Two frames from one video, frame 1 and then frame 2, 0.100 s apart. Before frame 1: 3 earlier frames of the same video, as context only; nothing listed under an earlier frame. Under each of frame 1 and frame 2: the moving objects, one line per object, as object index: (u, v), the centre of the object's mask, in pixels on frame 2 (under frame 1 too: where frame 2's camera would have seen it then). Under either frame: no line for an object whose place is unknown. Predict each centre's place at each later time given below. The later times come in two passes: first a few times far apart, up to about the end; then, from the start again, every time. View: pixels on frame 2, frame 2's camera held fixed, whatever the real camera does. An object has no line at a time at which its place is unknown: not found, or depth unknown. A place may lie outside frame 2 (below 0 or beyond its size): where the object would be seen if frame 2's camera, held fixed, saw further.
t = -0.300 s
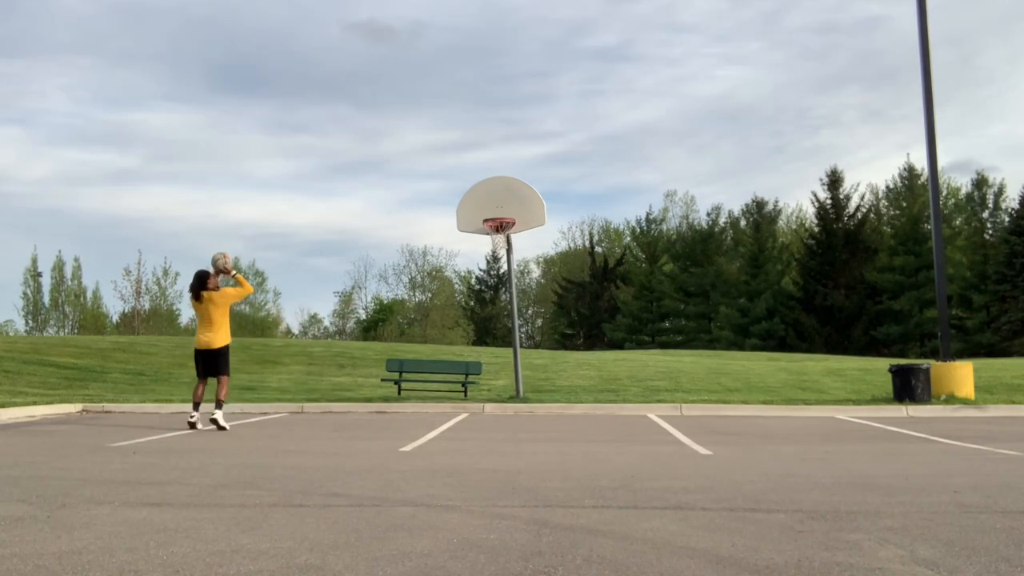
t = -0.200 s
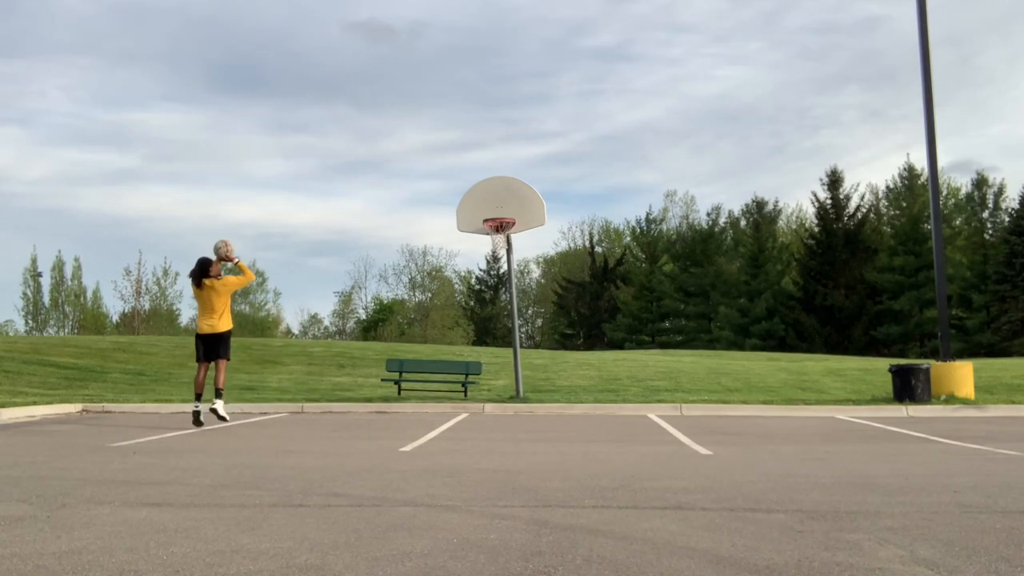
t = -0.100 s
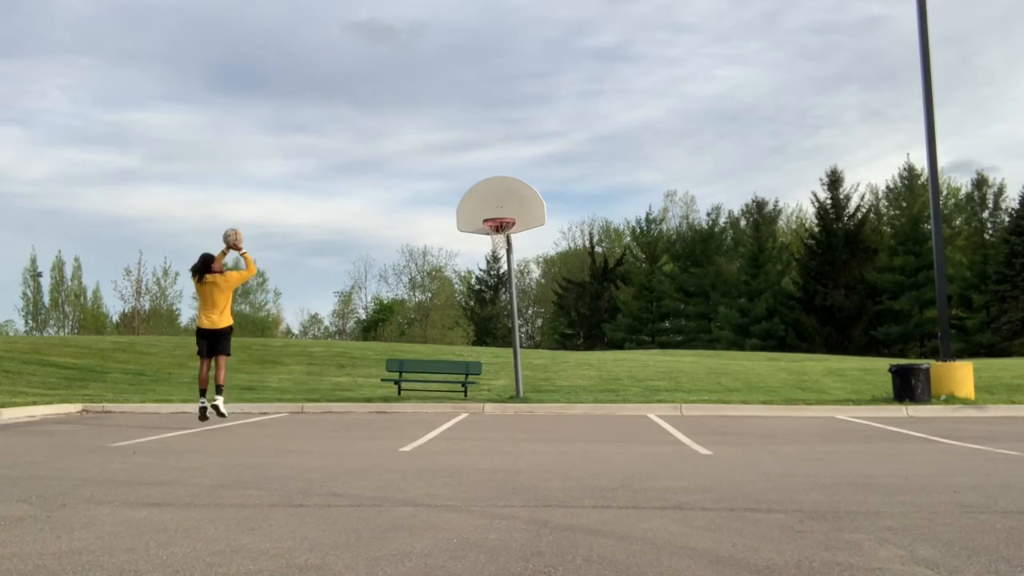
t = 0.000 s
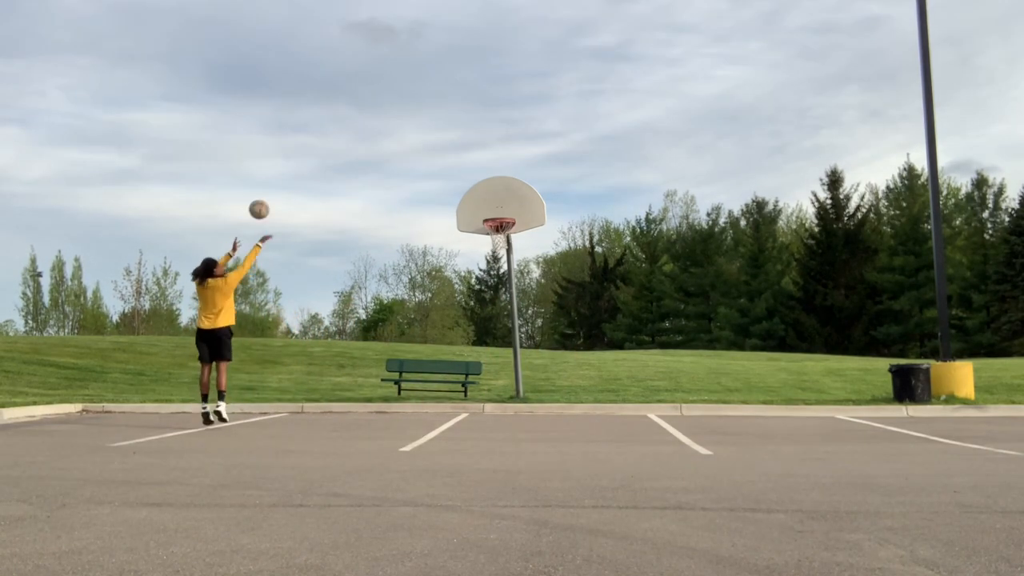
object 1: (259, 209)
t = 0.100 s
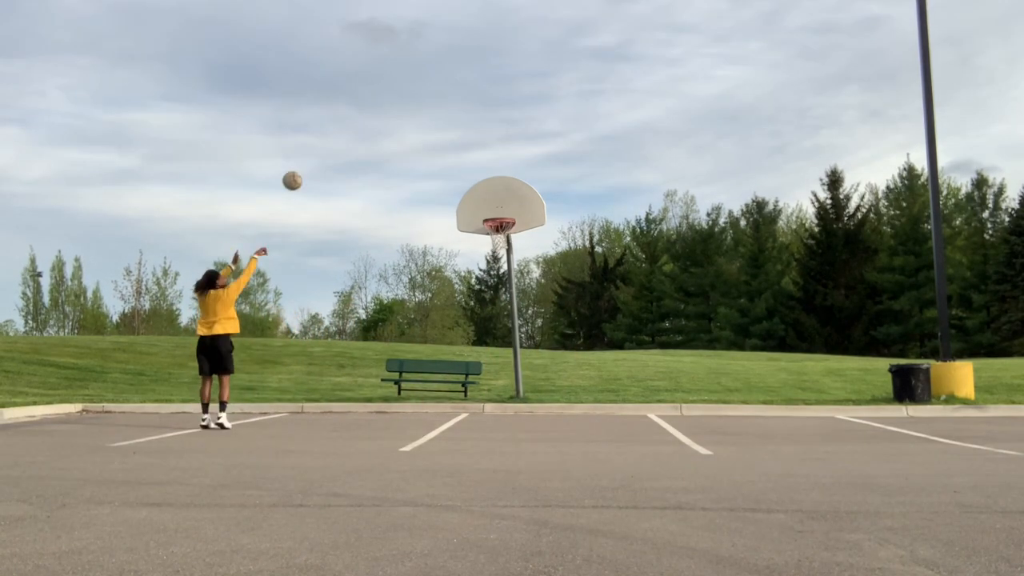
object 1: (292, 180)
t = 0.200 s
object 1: (324, 161)
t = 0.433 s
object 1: (391, 146)
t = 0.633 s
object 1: (444, 162)
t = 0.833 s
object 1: (492, 204)
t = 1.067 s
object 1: (502, 207)
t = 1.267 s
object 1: (489, 202)
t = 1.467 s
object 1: (474, 217)
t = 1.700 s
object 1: (454, 300)
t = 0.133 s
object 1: (303, 173)
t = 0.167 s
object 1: (313, 167)
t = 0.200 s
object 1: (324, 161)
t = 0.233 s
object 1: (334, 156)
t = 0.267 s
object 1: (344, 152)
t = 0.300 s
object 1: (353, 149)
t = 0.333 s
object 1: (363, 147)
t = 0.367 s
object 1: (372, 146)
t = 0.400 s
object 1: (382, 145)
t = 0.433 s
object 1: (391, 146)
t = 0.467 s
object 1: (400, 147)
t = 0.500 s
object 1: (409, 148)
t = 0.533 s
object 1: (418, 151)
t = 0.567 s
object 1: (426, 154)
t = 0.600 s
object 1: (435, 158)
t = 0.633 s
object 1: (444, 162)
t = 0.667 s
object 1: (452, 168)
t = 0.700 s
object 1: (460, 174)
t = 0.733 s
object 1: (468, 180)
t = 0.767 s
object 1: (476, 188)
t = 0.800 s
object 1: (484, 196)
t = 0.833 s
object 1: (492, 204)
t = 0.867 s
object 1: (499, 211)
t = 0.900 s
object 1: (502, 212)
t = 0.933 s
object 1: (504, 212)
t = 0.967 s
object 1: (506, 214)
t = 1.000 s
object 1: (505, 212)
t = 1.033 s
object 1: (503, 209)
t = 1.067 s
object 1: (502, 207)
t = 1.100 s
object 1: (499, 206)
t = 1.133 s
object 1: (497, 204)
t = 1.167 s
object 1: (495, 204)
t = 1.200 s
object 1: (493, 202)
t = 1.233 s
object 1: (491, 202)
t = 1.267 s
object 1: (489, 202)
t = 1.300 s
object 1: (486, 203)
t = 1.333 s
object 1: (484, 204)
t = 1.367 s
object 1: (482, 206)
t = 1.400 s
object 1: (479, 209)
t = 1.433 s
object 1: (477, 212)
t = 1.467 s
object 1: (474, 217)
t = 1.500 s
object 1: (472, 223)
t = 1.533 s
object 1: (470, 228)
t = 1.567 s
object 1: (468, 235)
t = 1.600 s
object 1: (466, 241)
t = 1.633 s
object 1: (461, 258)
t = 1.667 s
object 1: (458, 278)
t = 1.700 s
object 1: (454, 300)
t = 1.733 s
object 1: (449, 326)
